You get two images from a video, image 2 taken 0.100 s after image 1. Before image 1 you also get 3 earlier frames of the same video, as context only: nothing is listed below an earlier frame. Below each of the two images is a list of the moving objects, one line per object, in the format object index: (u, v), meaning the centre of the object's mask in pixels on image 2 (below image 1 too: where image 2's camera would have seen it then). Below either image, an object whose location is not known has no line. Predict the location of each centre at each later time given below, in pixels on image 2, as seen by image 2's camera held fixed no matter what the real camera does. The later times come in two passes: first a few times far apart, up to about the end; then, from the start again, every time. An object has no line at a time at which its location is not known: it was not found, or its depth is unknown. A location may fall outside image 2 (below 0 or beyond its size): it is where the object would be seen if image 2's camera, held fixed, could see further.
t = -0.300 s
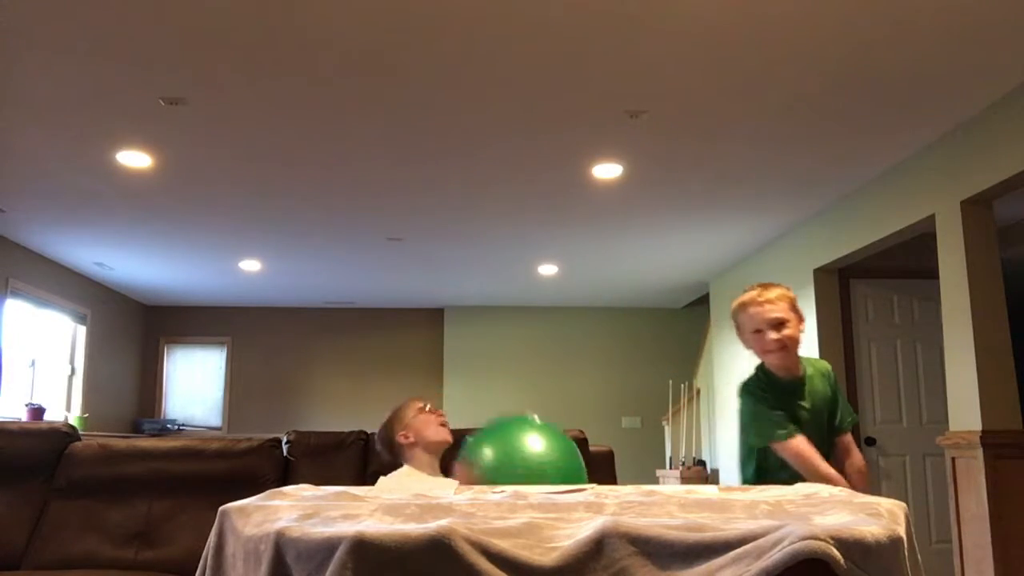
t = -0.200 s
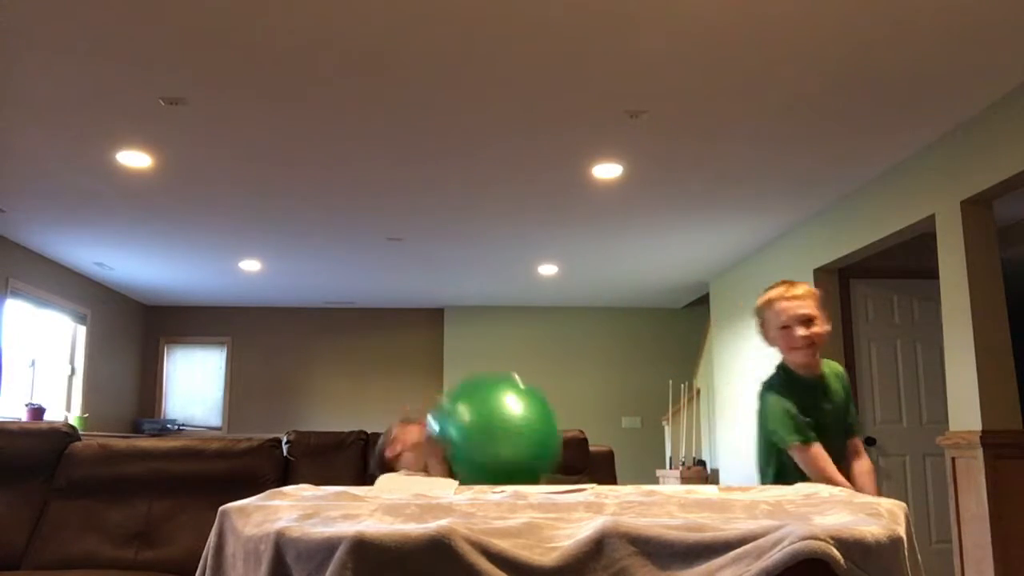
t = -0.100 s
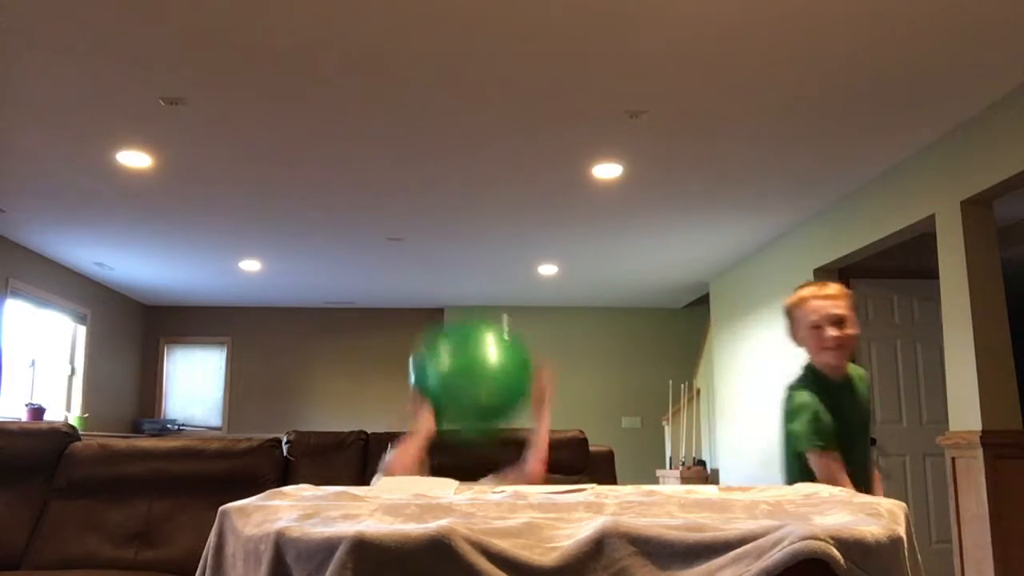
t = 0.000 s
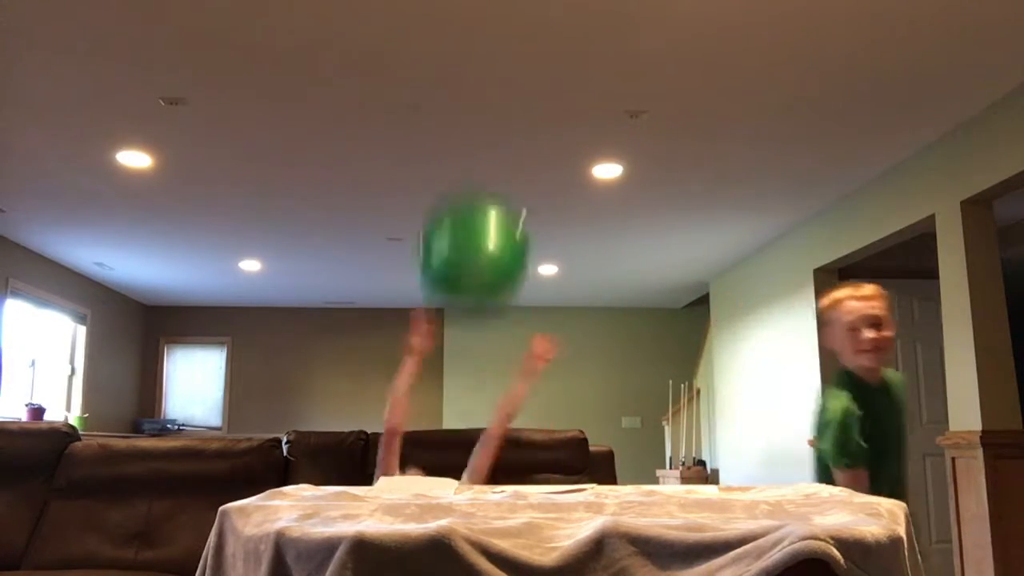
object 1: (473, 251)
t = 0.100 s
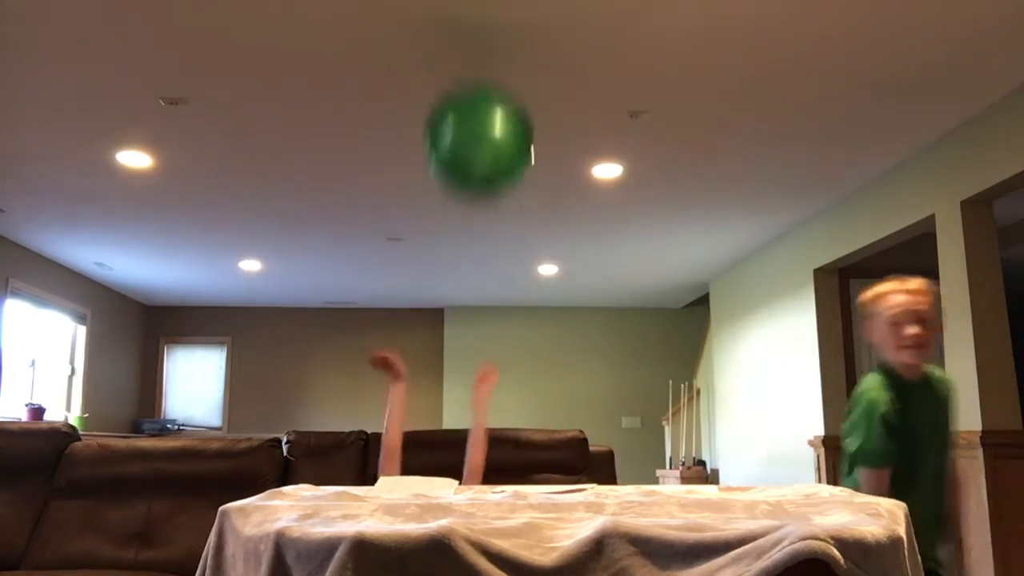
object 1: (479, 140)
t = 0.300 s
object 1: (496, 116)
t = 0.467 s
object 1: (512, 285)
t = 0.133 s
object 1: (480, 110)
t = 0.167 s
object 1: (482, 83)
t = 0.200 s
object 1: (484, 57)
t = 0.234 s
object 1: (488, 60)
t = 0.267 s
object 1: (492, 90)
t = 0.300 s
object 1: (496, 116)
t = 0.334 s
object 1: (499, 144)
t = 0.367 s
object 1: (502, 176)
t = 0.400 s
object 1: (505, 209)
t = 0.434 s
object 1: (510, 244)
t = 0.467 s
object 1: (512, 285)
